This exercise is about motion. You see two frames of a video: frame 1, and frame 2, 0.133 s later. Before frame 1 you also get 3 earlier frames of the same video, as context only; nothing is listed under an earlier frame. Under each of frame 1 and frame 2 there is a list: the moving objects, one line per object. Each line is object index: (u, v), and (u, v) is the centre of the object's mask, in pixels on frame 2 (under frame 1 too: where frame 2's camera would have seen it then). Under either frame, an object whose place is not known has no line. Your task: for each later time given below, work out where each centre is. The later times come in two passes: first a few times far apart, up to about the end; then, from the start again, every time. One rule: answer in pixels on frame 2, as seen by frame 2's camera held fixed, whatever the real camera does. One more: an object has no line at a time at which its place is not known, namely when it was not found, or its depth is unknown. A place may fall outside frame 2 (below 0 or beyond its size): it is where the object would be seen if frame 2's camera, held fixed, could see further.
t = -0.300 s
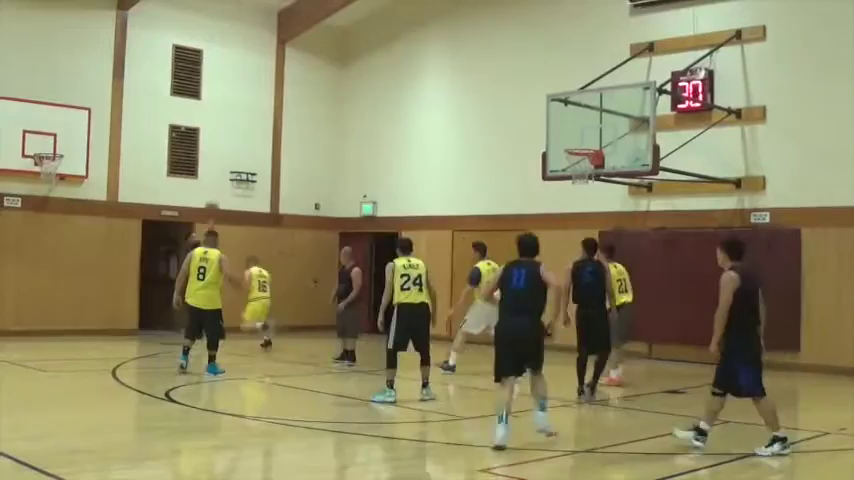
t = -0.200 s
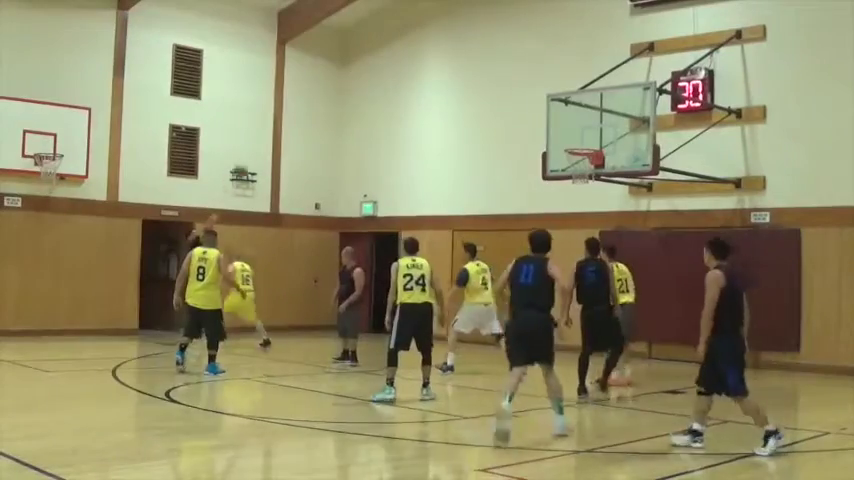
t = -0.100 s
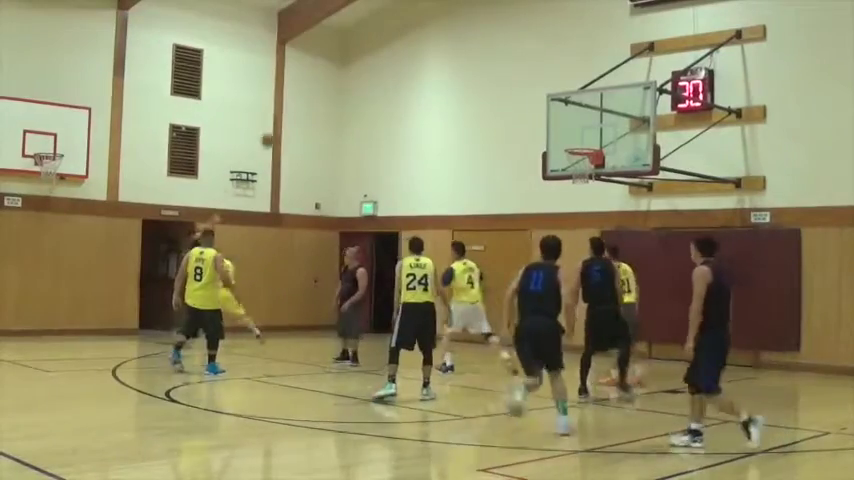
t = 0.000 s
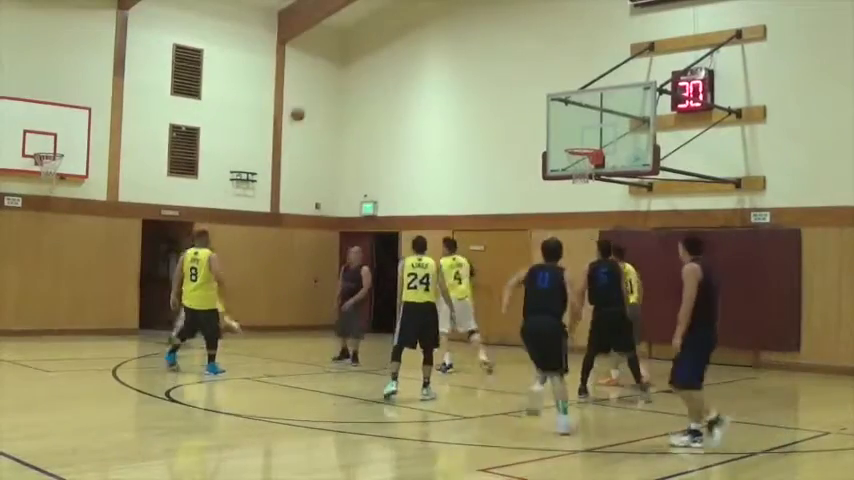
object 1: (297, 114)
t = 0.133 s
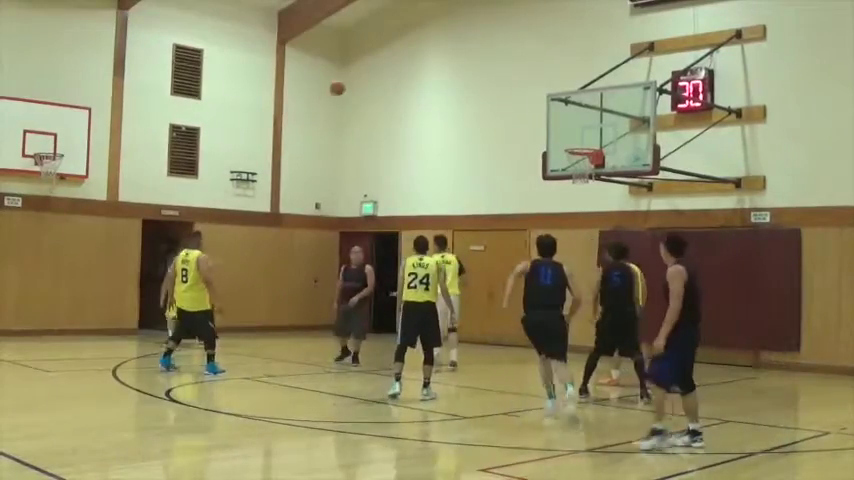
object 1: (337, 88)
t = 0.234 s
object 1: (366, 76)
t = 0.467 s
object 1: (439, 69)
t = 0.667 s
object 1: (502, 93)
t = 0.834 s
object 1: (557, 135)
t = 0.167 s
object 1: (346, 84)
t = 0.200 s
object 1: (356, 79)
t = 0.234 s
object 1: (366, 76)
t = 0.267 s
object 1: (376, 72)
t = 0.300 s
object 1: (387, 70)
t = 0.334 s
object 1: (397, 69)
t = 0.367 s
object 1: (407, 68)
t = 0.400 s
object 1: (418, 68)
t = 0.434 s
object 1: (428, 68)
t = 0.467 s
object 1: (439, 69)
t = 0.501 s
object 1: (449, 71)
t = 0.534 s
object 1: (460, 74)
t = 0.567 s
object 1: (470, 78)
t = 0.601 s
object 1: (481, 82)
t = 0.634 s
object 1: (492, 87)
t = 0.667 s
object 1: (502, 93)
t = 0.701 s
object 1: (513, 99)
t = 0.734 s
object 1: (524, 107)
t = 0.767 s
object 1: (535, 115)
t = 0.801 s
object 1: (546, 125)
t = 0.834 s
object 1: (557, 135)
